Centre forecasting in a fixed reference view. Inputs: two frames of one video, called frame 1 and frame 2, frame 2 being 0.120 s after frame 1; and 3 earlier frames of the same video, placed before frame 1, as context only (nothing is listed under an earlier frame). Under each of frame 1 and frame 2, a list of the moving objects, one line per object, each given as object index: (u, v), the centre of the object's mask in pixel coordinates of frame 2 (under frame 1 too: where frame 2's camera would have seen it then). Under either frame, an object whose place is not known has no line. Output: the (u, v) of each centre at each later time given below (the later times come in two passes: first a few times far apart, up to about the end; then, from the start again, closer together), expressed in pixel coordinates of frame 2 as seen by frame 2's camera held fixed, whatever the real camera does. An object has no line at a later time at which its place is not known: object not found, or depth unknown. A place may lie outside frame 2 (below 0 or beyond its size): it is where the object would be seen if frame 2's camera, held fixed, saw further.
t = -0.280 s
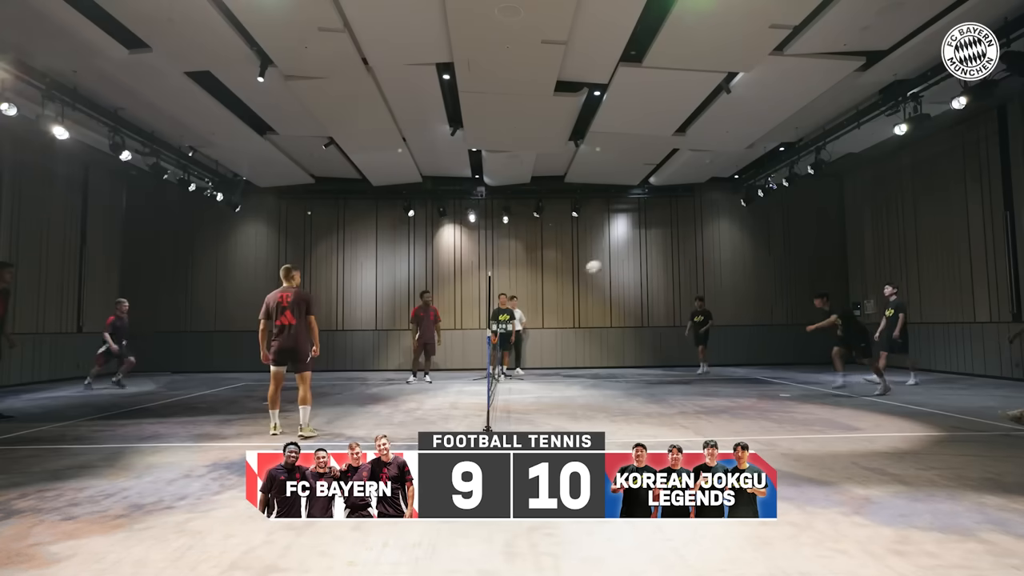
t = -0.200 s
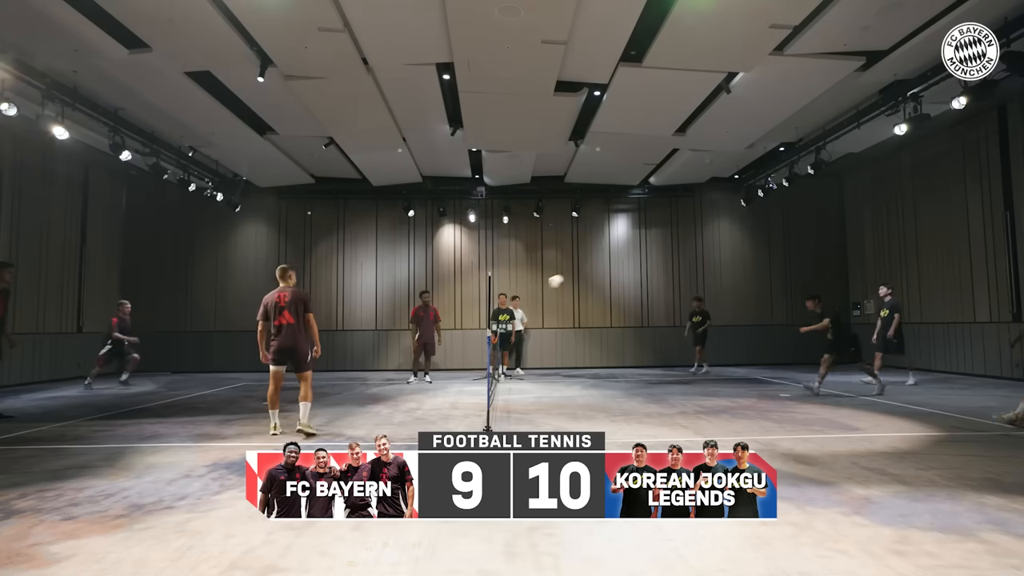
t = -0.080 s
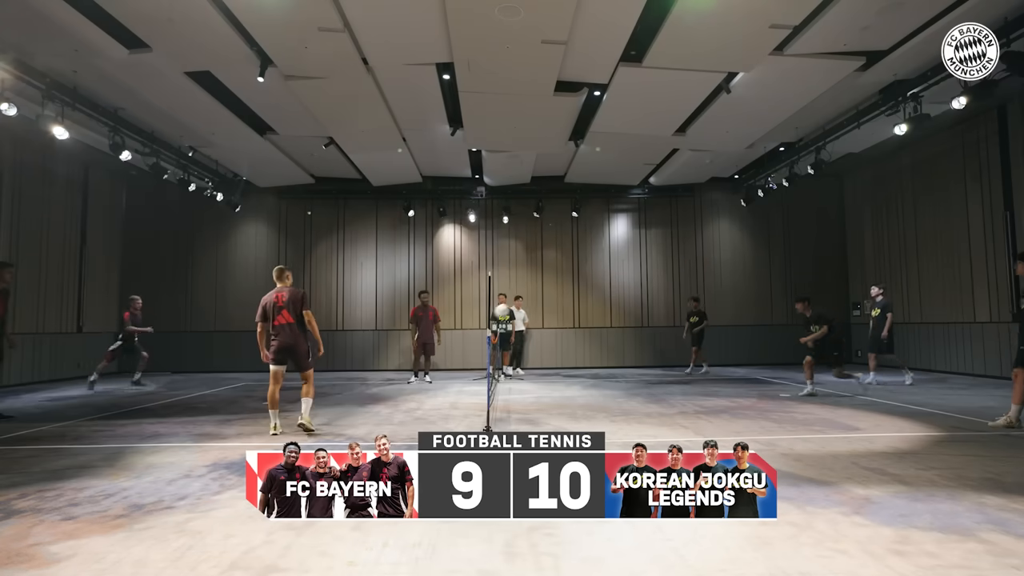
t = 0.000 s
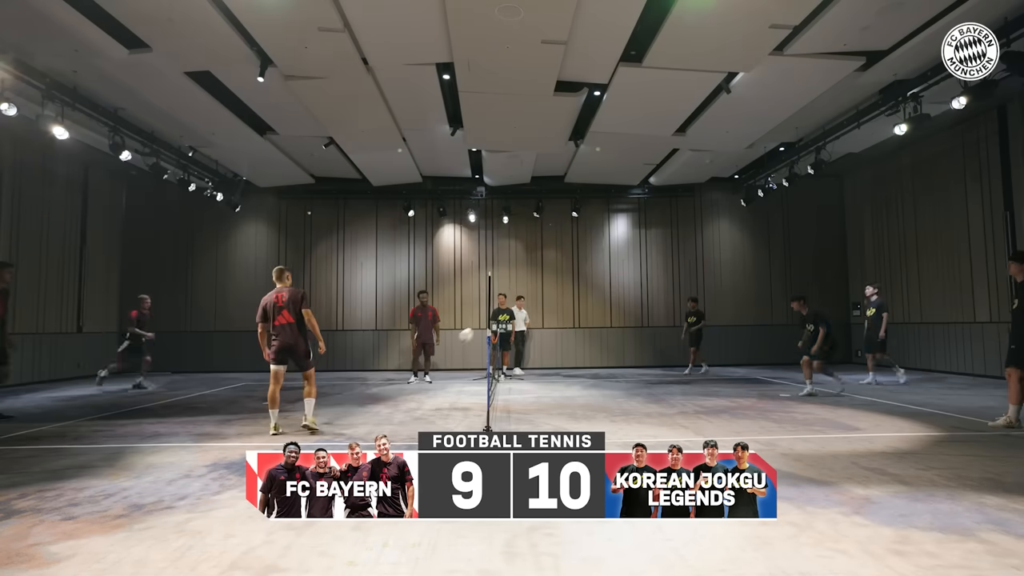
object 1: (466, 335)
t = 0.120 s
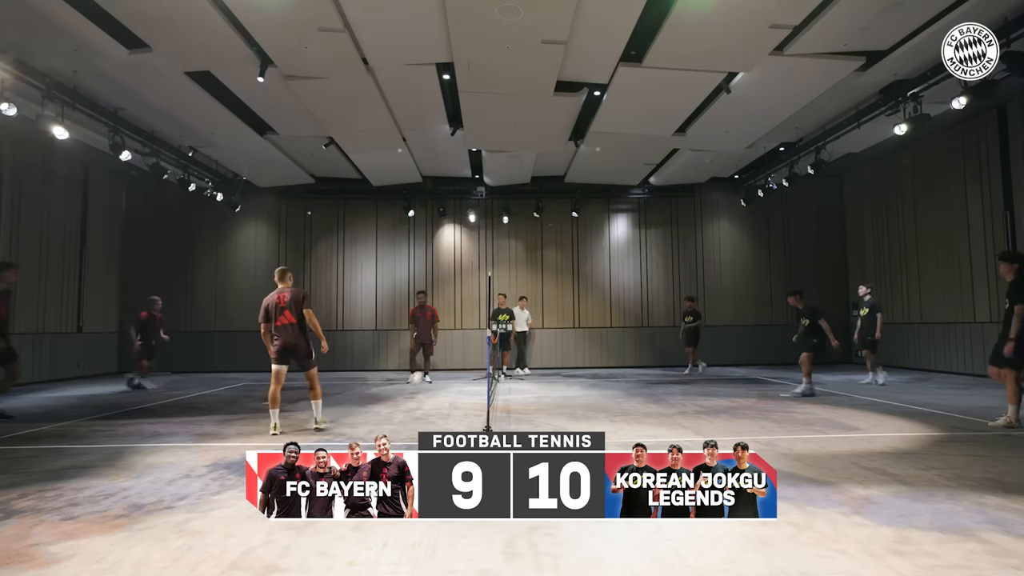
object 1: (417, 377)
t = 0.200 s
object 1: (393, 376)
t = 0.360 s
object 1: (360, 345)
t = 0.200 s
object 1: (393, 376)
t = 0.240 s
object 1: (385, 366)
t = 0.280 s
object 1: (377, 358)
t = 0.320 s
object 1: (369, 351)
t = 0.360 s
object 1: (360, 345)
